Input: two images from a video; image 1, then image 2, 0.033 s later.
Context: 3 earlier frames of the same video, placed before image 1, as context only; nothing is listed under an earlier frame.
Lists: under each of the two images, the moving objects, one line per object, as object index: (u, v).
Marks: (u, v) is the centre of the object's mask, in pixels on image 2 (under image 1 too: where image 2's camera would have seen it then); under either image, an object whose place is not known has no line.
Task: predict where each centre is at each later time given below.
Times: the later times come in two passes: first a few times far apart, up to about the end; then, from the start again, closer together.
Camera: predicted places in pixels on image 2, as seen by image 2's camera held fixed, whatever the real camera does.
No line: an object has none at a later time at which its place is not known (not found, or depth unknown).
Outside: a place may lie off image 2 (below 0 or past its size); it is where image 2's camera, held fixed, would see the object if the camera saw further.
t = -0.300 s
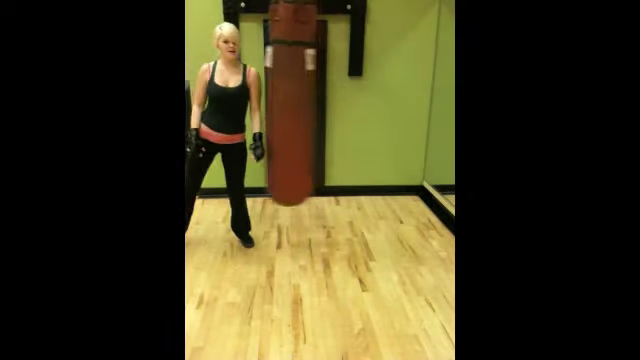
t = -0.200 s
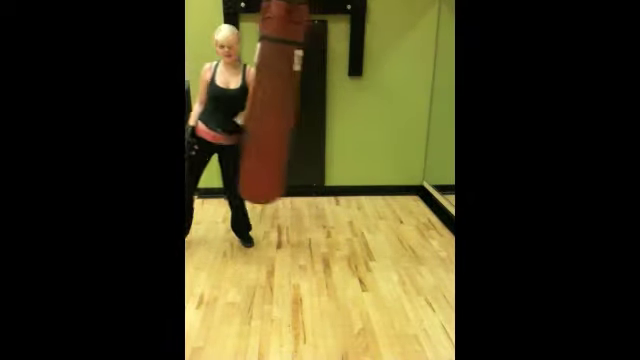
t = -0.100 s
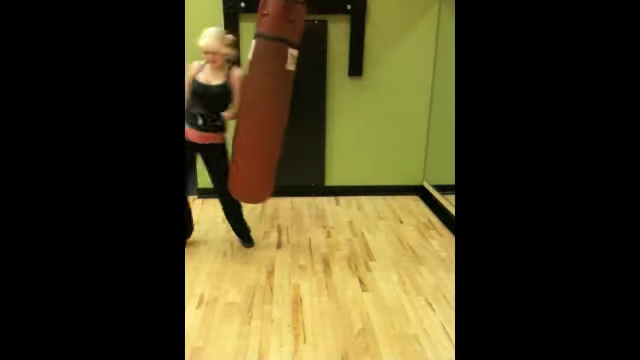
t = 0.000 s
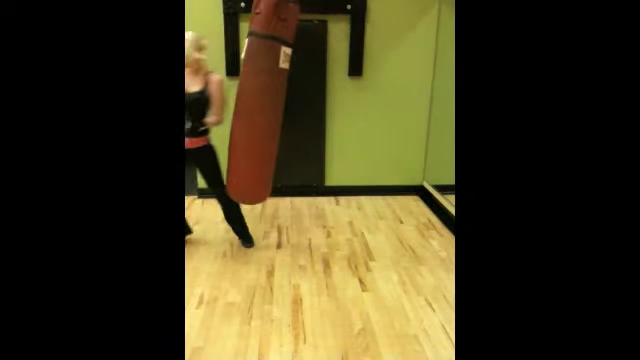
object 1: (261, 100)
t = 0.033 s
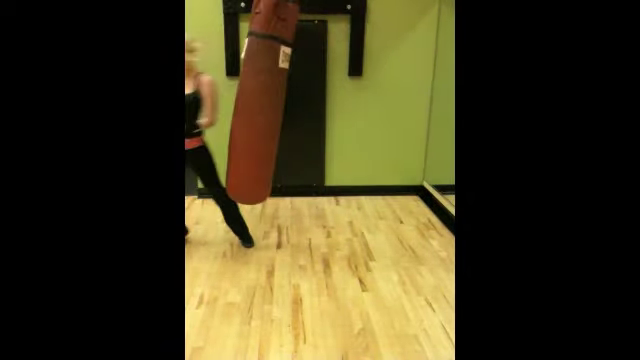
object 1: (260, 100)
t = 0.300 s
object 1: (268, 103)
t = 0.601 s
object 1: (293, 105)
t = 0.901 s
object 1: (323, 102)
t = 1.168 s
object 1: (338, 98)
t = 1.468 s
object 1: (337, 97)
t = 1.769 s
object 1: (317, 100)
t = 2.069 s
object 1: (288, 102)
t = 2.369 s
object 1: (266, 104)
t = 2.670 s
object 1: (264, 103)
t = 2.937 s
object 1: (280, 104)
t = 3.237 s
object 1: (308, 100)
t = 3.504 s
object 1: (330, 97)
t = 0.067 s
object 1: (261, 100)
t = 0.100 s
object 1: (261, 101)
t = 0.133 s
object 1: (262, 101)
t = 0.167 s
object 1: (263, 101)
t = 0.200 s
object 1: (264, 101)
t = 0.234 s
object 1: (265, 102)
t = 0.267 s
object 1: (267, 102)
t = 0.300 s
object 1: (268, 103)
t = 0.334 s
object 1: (271, 103)
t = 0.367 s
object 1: (273, 103)
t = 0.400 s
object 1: (276, 103)
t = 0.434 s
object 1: (279, 104)
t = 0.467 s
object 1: (282, 104)
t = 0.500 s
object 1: (285, 104)
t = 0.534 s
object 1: (288, 104)
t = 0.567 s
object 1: (291, 104)
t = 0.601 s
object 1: (293, 105)
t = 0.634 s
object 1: (297, 104)
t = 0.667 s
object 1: (301, 105)
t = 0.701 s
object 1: (304, 104)
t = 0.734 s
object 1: (307, 103)
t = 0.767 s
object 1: (311, 104)
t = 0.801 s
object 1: (314, 103)
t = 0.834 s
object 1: (317, 103)
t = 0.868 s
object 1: (320, 102)
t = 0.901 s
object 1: (323, 102)
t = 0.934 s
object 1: (325, 101)
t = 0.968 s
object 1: (327, 101)
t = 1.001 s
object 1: (330, 101)
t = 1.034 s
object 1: (332, 100)
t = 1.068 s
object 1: (334, 100)
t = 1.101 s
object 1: (336, 99)
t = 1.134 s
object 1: (337, 98)
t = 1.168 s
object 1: (338, 98)
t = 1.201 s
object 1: (339, 98)
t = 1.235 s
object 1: (339, 98)
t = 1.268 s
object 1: (340, 98)
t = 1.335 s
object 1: (340, 98)
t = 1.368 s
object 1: (339, 97)
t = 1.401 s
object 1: (339, 97)
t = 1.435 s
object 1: (338, 97)
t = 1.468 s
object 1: (337, 97)
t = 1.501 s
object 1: (335, 97)
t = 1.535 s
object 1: (333, 97)
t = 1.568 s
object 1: (331, 97)
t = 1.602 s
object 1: (329, 98)
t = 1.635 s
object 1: (327, 99)
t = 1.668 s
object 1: (325, 99)
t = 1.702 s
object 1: (322, 99)
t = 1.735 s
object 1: (319, 99)
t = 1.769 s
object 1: (317, 100)
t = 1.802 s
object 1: (313, 100)
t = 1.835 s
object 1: (310, 100)
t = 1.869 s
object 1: (307, 100)
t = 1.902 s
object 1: (304, 101)
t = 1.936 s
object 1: (301, 102)
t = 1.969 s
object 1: (298, 103)
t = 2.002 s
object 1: (294, 103)
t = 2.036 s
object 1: (291, 102)
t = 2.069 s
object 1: (288, 102)
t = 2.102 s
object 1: (285, 102)
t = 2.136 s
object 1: (282, 102)
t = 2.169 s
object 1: (279, 103)
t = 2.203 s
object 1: (276, 103)
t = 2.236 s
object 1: (274, 103)
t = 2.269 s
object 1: (271, 103)
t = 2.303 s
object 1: (269, 103)
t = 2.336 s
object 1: (267, 103)
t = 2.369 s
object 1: (266, 104)
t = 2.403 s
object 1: (264, 104)
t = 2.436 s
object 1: (263, 103)
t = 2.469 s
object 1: (262, 103)
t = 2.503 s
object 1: (262, 104)
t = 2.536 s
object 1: (262, 103)
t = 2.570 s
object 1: (262, 104)
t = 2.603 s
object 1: (262, 103)
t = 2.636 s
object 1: (263, 103)
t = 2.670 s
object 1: (264, 103)
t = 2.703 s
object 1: (265, 103)
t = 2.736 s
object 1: (266, 104)
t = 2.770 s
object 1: (268, 104)
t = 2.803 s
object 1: (270, 104)
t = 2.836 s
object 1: (272, 104)
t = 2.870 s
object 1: (275, 104)
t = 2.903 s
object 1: (278, 104)
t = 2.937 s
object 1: (280, 104)
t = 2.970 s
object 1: (283, 103)
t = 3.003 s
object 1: (286, 103)
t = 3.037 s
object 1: (289, 103)
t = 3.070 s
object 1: (292, 103)
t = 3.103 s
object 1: (295, 104)
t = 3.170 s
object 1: (302, 100)
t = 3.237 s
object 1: (308, 100)
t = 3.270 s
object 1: (311, 101)
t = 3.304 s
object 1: (314, 100)
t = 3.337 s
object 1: (317, 100)
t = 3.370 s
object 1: (320, 99)
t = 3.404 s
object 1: (323, 98)
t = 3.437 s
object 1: (325, 98)
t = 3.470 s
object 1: (327, 97)
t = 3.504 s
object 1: (330, 97)
